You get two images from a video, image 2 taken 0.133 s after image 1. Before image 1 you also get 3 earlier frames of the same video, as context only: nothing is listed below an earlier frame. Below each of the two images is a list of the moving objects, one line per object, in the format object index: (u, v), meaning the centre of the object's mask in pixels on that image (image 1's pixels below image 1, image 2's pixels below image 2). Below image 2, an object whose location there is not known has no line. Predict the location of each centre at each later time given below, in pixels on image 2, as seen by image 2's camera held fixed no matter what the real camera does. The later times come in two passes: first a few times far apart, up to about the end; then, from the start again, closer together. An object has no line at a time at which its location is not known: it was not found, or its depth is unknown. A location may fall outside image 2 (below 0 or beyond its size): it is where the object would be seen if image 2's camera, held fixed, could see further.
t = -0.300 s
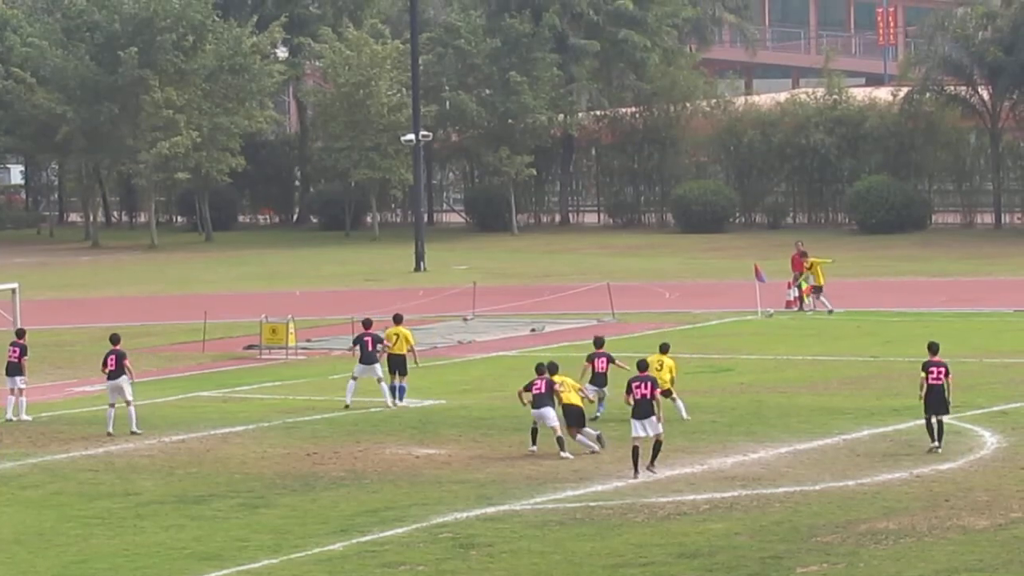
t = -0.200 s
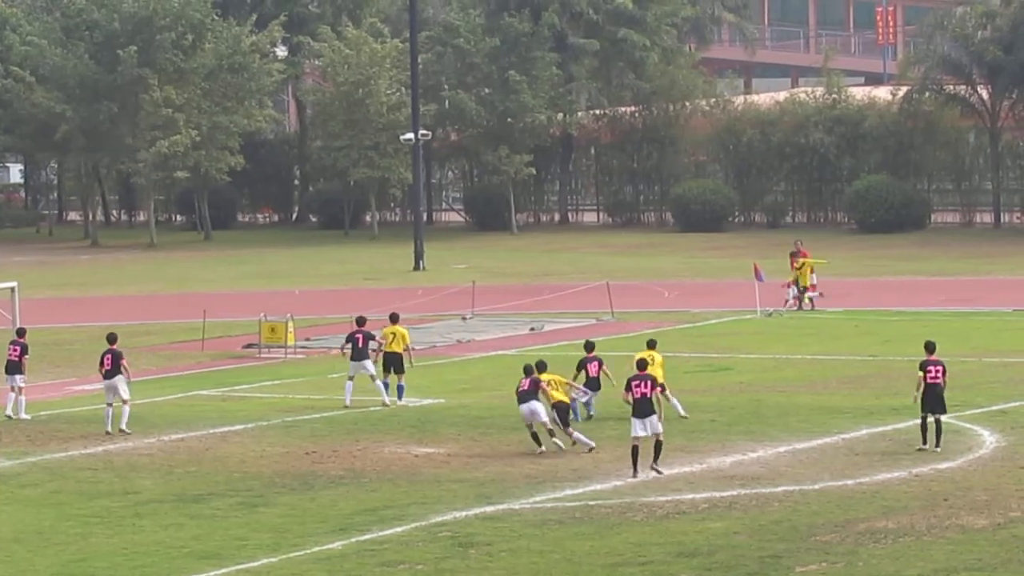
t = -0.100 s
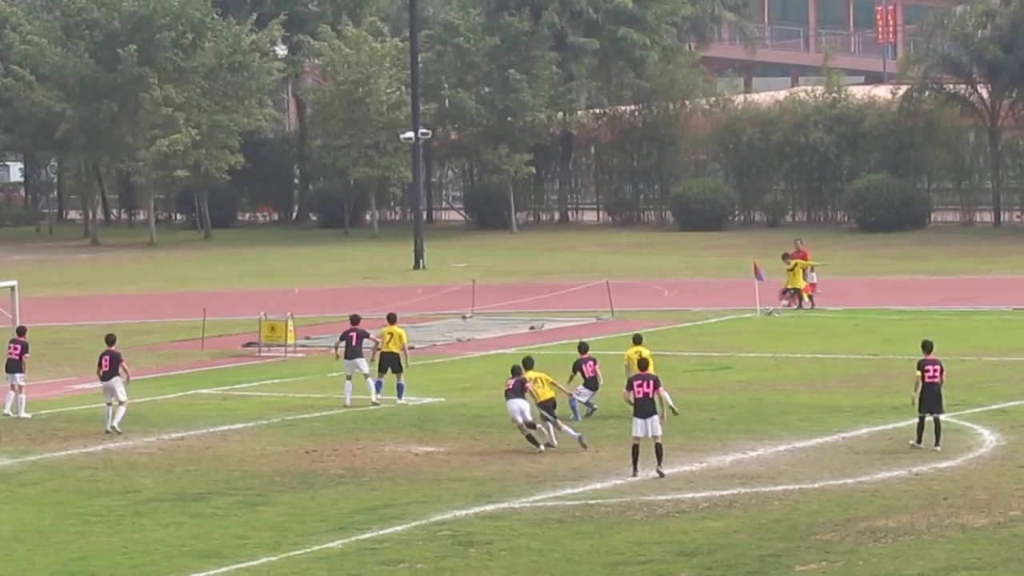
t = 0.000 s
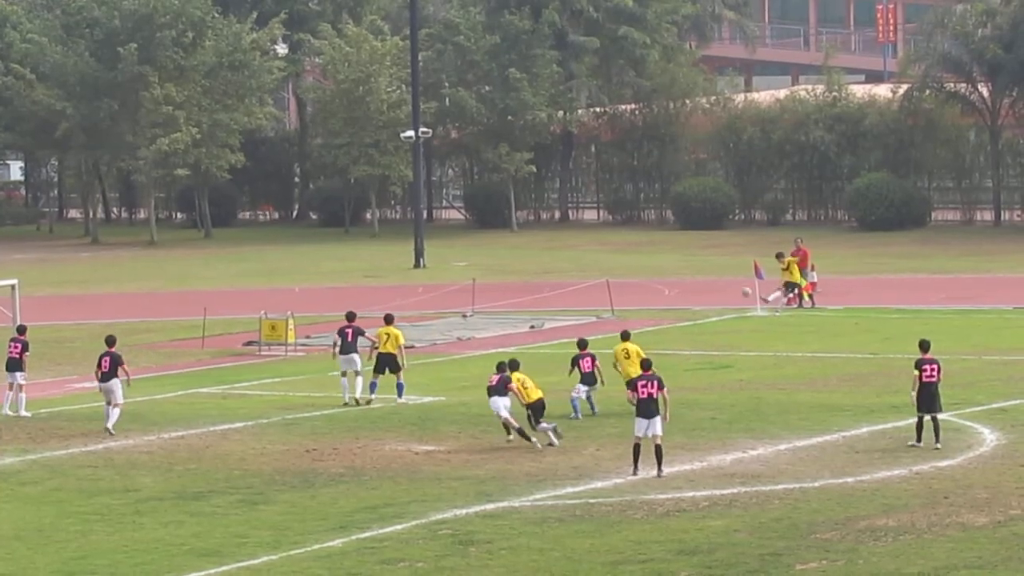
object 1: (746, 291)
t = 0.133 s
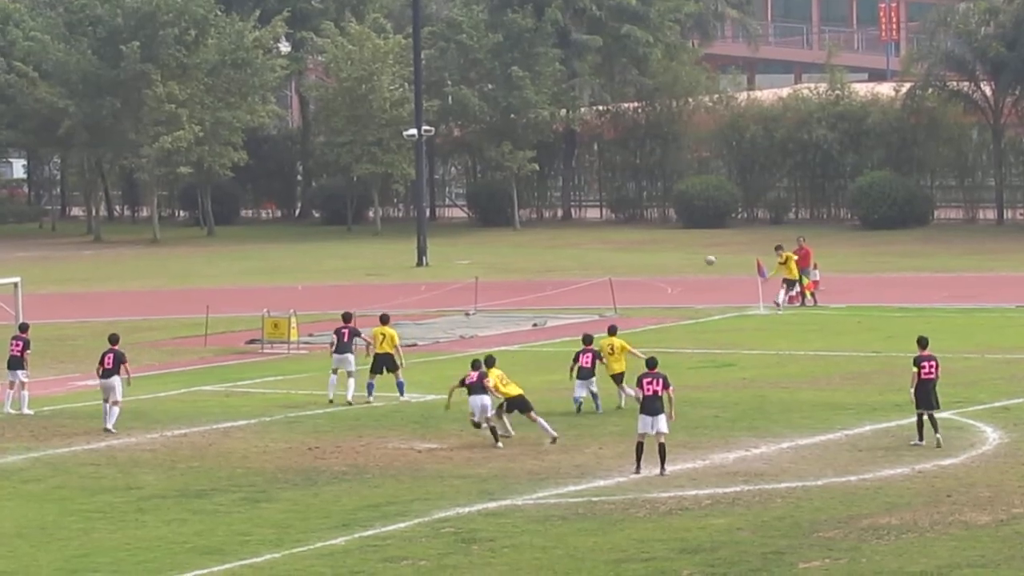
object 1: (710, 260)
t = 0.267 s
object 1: (677, 234)
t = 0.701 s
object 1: (604, 191)
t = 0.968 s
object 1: (584, 197)
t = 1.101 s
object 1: (579, 213)
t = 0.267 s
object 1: (677, 234)
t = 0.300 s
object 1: (669, 229)
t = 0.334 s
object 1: (662, 224)
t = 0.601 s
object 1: (616, 196)
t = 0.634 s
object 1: (612, 193)
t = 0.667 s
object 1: (608, 191)
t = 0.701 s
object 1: (604, 191)
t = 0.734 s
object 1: (600, 189)
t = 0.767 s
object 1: (597, 189)
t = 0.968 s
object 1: (584, 197)
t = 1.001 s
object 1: (582, 200)
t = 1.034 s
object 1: (581, 204)
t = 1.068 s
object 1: (580, 208)
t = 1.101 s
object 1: (579, 213)
